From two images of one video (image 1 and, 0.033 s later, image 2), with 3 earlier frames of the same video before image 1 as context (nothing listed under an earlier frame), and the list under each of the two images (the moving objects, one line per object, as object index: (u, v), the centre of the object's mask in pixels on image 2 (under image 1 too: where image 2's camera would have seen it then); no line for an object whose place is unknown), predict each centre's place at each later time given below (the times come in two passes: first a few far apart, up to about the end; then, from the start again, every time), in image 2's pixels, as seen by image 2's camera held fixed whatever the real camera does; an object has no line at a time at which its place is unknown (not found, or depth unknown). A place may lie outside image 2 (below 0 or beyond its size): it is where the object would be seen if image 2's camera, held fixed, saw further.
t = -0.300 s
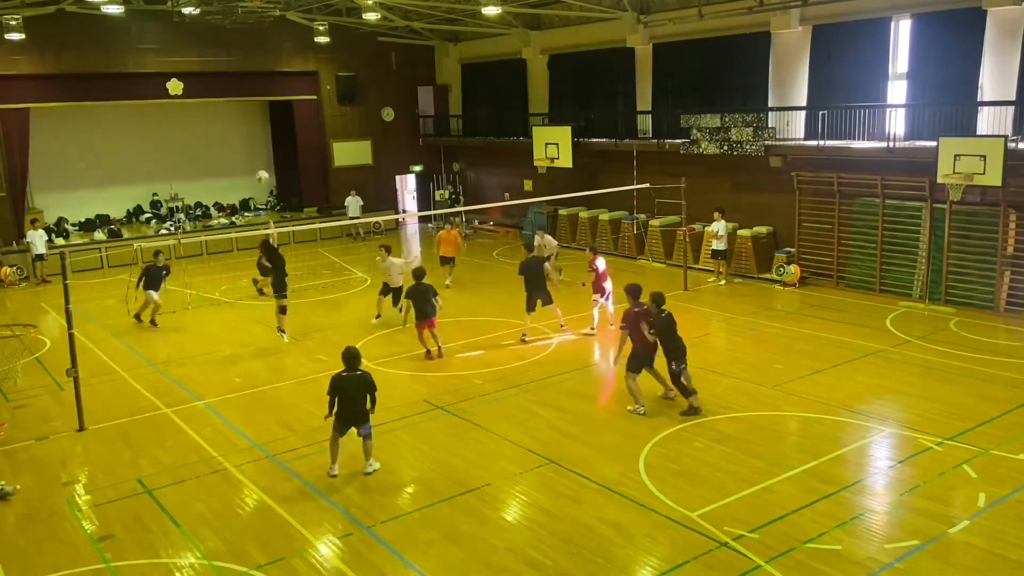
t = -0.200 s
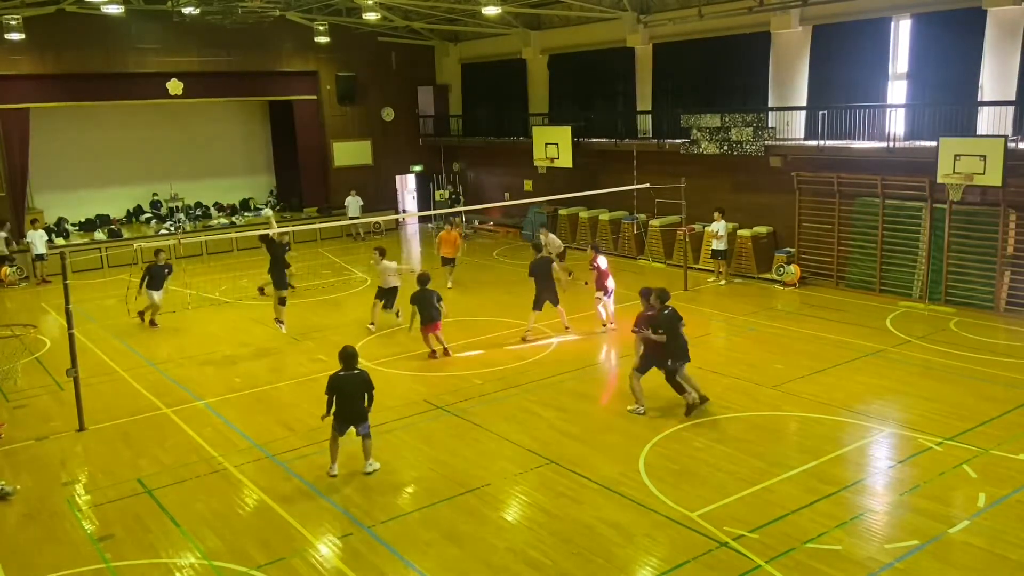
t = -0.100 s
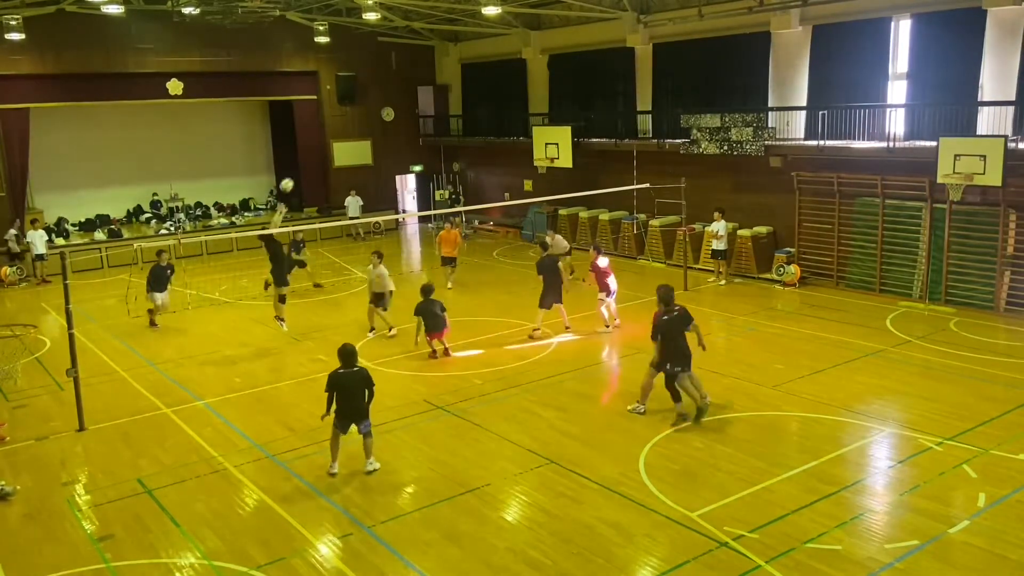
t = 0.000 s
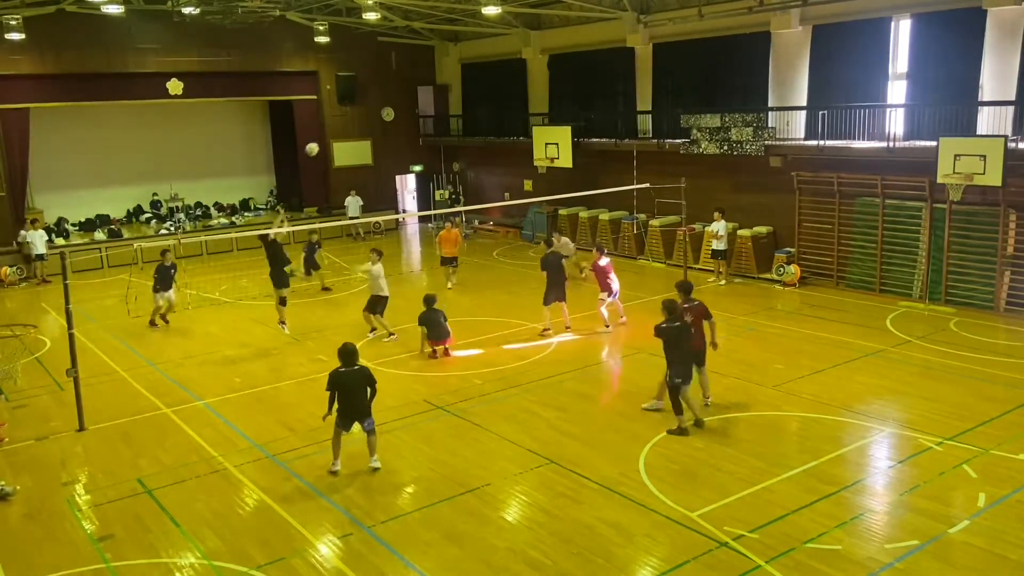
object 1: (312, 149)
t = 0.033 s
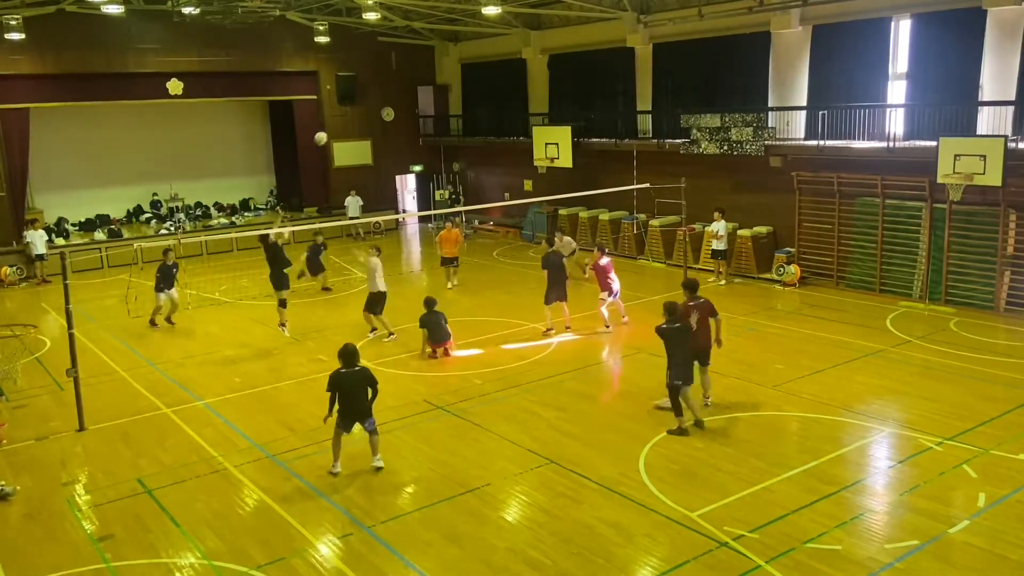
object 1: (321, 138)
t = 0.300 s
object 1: (385, 84)
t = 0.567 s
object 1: (445, 72)
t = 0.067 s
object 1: (329, 129)
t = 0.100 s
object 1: (337, 120)
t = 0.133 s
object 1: (345, 112)
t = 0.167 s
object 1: (353, 105)
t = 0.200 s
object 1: (361, 99)
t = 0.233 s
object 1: (370, 93)
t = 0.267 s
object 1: (377, 88)
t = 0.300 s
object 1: (385, 84)
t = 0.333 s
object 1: (393, 79)
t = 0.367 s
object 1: (401, 77)
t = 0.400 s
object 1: (408, 74)
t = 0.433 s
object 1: (416, 73)
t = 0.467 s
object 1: (424, 71)
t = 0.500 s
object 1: (431, 71)
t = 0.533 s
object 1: (438, 71)
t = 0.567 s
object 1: (445, 72)
